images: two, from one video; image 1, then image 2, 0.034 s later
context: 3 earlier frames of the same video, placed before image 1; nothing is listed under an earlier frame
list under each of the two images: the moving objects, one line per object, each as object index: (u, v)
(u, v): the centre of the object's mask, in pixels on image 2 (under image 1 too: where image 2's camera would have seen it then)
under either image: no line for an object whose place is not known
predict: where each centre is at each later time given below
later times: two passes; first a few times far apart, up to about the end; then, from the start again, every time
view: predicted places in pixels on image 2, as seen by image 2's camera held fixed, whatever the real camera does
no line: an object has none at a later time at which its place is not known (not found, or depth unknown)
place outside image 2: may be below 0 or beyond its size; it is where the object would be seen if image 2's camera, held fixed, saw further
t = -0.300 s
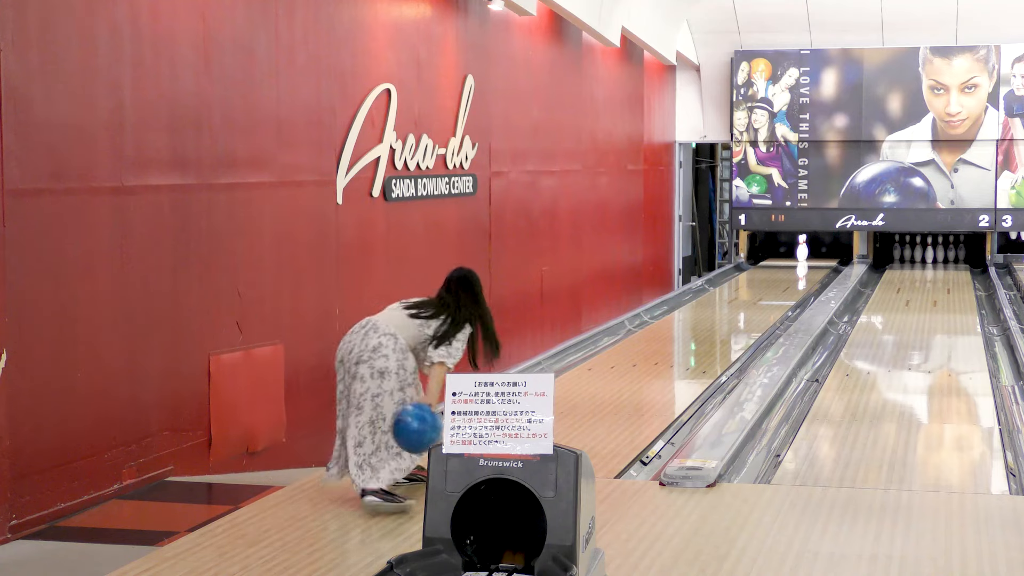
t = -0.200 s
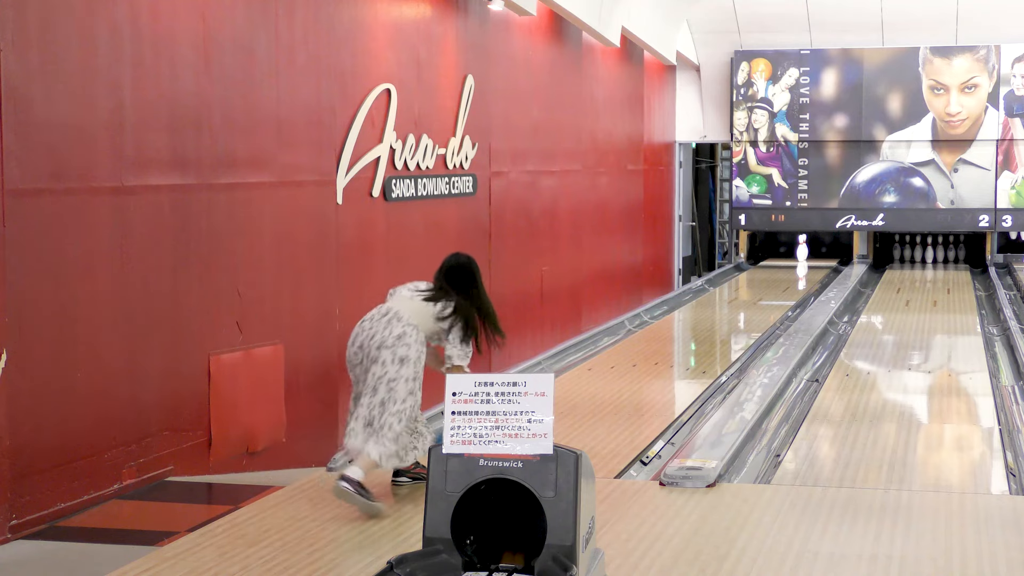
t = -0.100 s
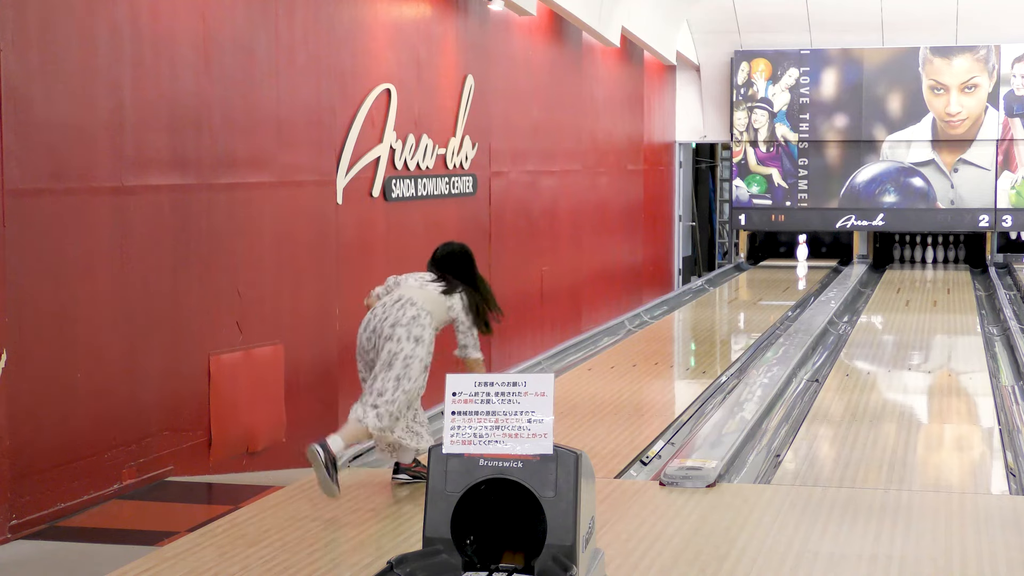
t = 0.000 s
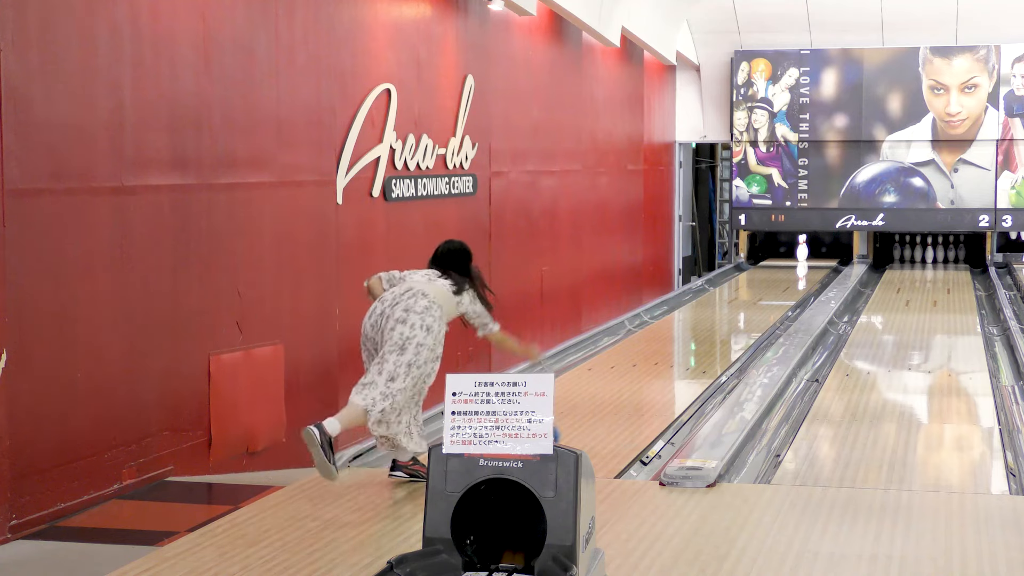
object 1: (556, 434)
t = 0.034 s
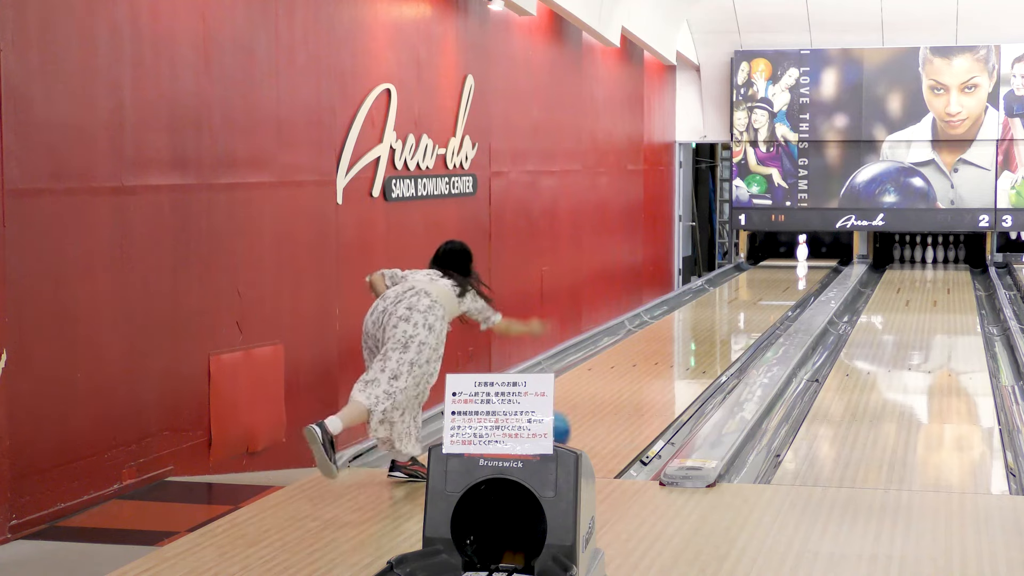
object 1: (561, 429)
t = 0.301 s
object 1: (630, 392)
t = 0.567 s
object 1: (689, 361)
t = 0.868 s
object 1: (738, 337)
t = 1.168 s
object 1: (780, 324)
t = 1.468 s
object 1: (793, 309)
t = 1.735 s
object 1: (804, 299)
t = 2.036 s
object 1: (815, 288)
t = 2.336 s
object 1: (823, 280)
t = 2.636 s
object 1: (831, 273)
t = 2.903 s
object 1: (836, 268)
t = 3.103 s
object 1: (839, 265)
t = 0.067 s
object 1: (566, 425)
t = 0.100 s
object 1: (573, 420)
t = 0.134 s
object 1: (583, 415)
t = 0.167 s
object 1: (593, 410)
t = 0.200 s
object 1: (603, 405)
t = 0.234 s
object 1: (612, 401)
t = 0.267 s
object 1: (621, 396)
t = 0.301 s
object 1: (630, 392)
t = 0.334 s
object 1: (638, 387)
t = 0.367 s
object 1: (646, 383)
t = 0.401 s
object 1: (654, 379)
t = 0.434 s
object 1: (661, 375)
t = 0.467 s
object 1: (668, 372)
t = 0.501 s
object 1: (675, 368)
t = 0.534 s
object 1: (682, 365)
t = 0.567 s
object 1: (689, 361)
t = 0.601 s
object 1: (695, 358)
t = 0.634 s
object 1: (701, 356)
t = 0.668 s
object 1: (707, 353)
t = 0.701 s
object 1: (712, 350)
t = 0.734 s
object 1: (718, 347)
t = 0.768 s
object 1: (723, 345)
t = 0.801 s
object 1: (729, 342)
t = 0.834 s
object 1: (734, 340)
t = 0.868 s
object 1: (738, 337)
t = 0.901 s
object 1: (743, 334)
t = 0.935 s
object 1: (747, 332)
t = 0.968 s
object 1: (752, 330)
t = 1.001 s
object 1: (756, 328)
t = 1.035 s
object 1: (760, 326)
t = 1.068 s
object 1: (765, 325)
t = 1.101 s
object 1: (770, 325)
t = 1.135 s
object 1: (775, 325)
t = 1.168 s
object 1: (780, 324)
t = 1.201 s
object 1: (781, 321)
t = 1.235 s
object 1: (782, 321)
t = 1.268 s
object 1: (785, 318)
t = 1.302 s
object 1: (787, 315)
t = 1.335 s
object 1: (789, 314)
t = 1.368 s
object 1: (790, 314)
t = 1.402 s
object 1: (791, 312)
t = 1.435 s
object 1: (792, 310)
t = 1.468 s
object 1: (793, 309)
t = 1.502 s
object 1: (795, 308)
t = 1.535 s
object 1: (797, 306)
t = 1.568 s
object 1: (799, 305)
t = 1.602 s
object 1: (801, 303)
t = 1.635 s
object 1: (802, 302)
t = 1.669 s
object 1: (803, 300)
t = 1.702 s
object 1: (804, 300)
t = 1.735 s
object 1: (804, 299)
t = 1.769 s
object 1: (806, 298)
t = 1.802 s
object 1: (808, 296)
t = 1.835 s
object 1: (809, 295)
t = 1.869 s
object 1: (811, 293)
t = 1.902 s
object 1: (812, 293)
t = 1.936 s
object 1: (813, 292)
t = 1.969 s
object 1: (813, 291)
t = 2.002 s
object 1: (814, 290)
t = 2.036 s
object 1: (815, 288)
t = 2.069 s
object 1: (816, 288)
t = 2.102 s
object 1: (818, 286)
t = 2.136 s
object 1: (819, 285)
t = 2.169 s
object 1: (820, 284)
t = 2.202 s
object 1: (821, 284)
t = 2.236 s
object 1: (821, 283)
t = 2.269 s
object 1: (822, 282)
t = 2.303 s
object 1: (822, 281)
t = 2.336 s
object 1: (823, 280)
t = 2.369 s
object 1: (824, 279)
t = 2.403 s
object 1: (825, 279)
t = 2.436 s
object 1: (827, 278)
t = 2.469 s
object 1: (828, 277)
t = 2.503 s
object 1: (828, 276)
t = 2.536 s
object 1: (829, 276)
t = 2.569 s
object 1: (829, 275)
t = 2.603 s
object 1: (830, 274)
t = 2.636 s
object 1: (831, 273)
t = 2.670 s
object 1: (832, 273)
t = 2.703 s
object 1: (832, 272)
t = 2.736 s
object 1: (833, 271)
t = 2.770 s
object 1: (834, 271)
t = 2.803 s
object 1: (834, 270)
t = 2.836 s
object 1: (835, 270)
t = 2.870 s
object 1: (836, 269)
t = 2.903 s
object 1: (836, 268)
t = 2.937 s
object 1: (837, 268)
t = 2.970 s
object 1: (837, 267)
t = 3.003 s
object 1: (838, 266)
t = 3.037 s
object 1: (838, 266)
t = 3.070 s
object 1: (839, 265)
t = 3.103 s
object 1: (839, 265)
